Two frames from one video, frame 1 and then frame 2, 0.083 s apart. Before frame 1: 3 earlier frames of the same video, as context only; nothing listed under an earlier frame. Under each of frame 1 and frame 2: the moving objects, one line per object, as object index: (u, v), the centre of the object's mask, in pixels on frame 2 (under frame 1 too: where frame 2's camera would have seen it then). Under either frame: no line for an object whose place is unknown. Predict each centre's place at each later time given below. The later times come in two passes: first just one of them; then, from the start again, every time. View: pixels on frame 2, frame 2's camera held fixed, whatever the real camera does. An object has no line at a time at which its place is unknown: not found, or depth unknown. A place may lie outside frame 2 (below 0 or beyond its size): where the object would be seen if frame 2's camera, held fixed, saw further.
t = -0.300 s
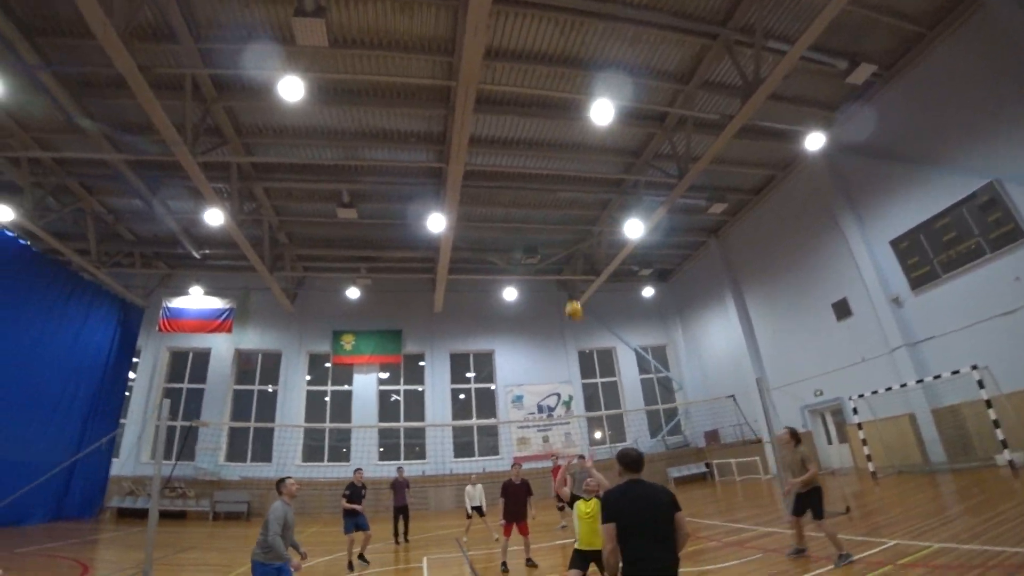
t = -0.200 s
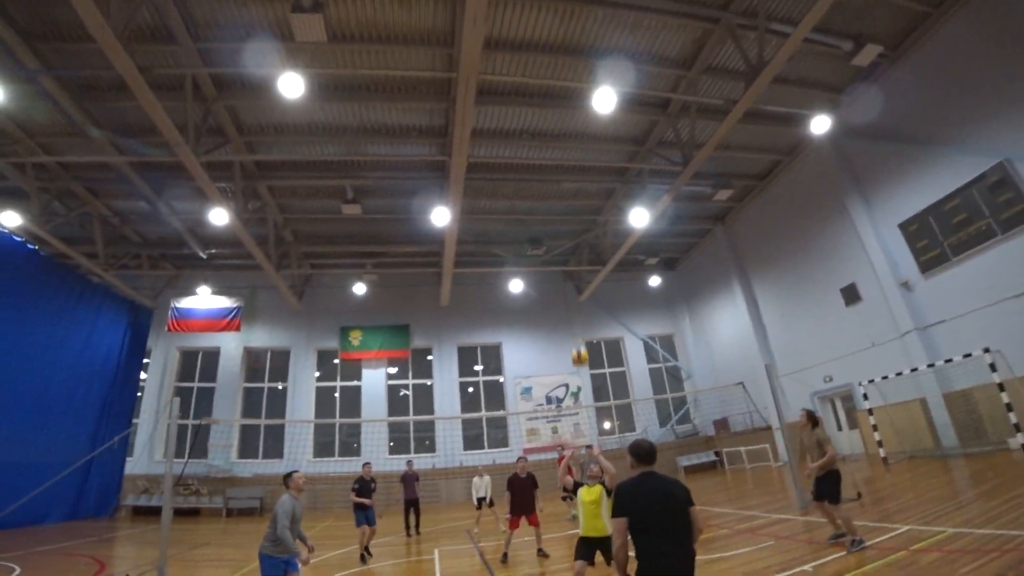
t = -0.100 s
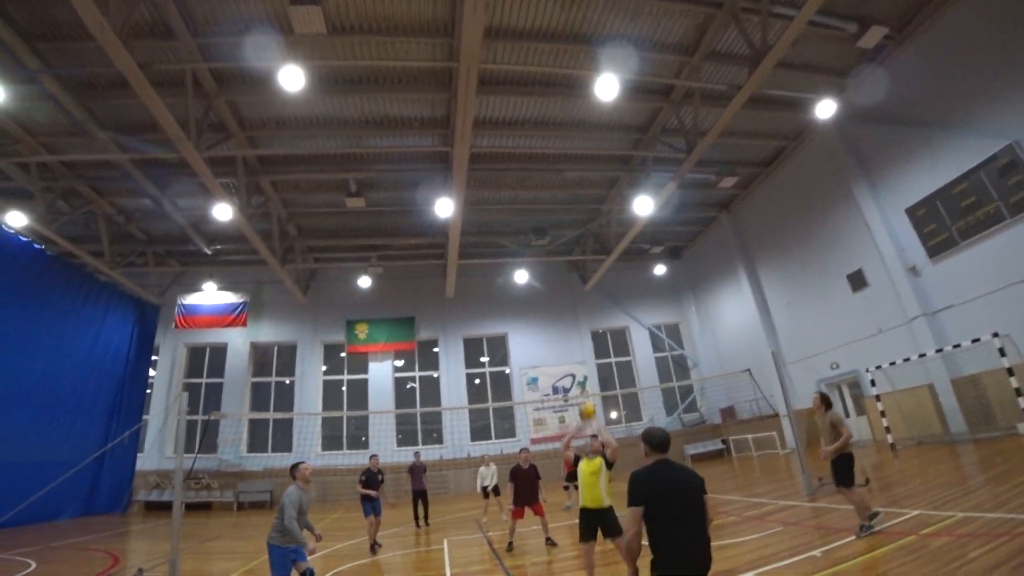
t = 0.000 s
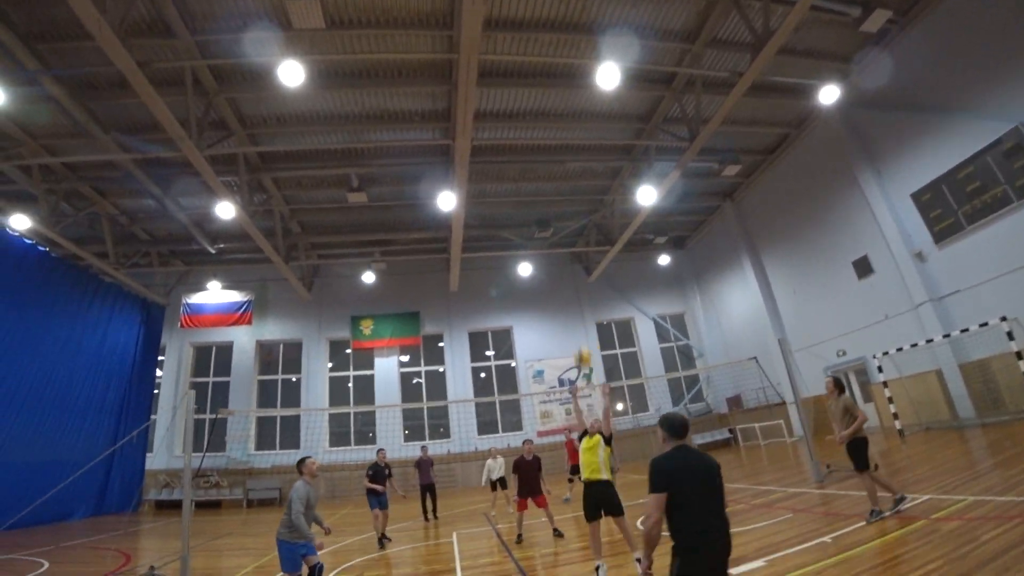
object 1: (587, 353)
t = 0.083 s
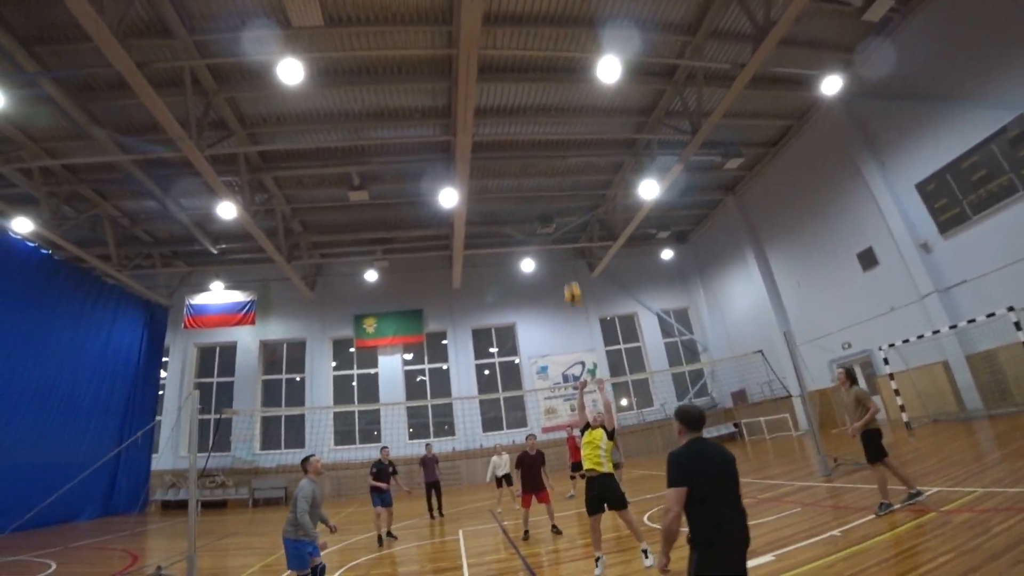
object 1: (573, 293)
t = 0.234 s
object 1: (550, 207)
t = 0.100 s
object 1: (570, 282)
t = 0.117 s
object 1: (568, 271)
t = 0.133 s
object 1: (565, 261)
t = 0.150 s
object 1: (563, 251)
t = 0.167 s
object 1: (560, 242)
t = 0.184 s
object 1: (558, 233)
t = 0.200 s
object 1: (555, 224)
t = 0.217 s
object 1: (553, 215)
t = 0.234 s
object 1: (550, 207)
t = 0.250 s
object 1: (548, 199)
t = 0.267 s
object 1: (546, 192)
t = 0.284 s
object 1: (544, 184)
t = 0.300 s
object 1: (542, 177)
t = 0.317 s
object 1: (539, 168)
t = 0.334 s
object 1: (537, 162)
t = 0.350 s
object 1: (535, 156)
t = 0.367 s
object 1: (533, 150)
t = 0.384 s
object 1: (531, 143)
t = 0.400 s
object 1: (530, 138)
